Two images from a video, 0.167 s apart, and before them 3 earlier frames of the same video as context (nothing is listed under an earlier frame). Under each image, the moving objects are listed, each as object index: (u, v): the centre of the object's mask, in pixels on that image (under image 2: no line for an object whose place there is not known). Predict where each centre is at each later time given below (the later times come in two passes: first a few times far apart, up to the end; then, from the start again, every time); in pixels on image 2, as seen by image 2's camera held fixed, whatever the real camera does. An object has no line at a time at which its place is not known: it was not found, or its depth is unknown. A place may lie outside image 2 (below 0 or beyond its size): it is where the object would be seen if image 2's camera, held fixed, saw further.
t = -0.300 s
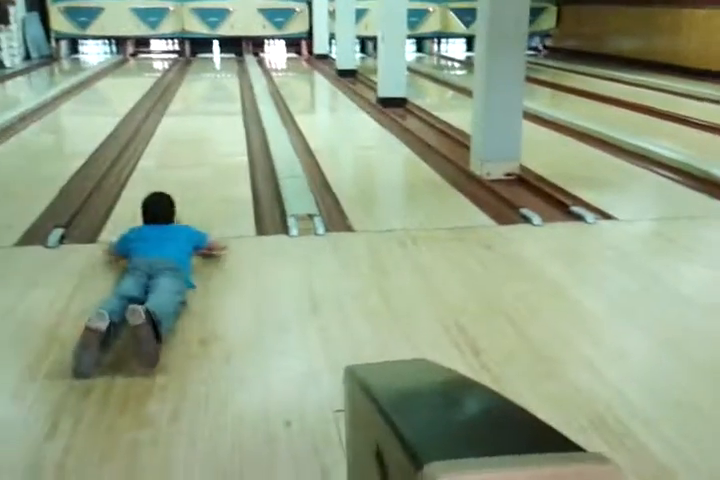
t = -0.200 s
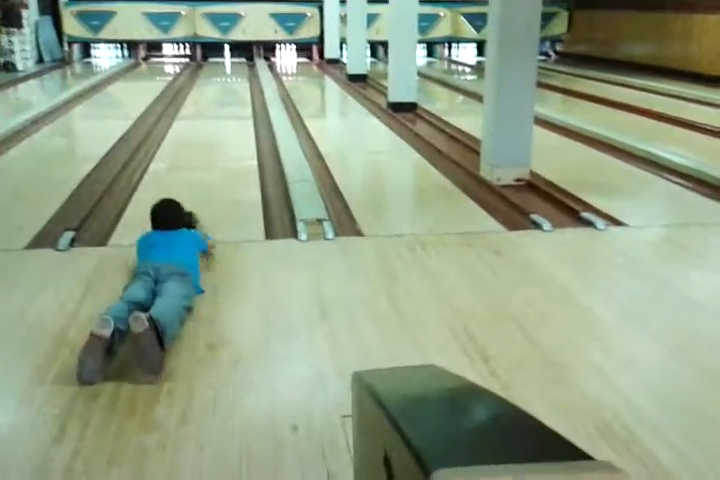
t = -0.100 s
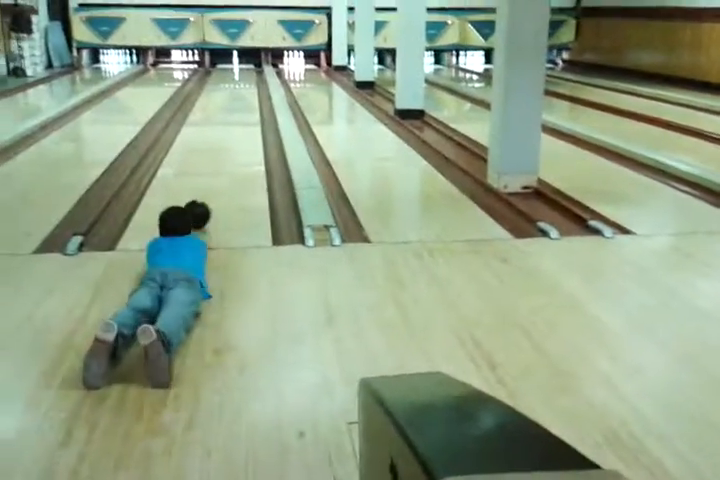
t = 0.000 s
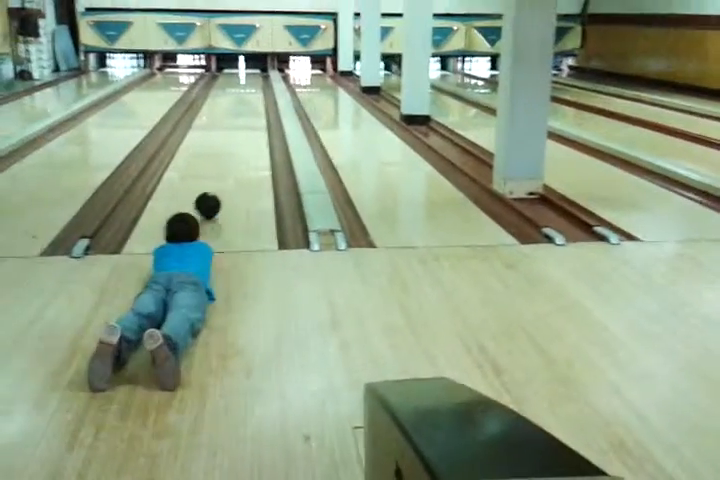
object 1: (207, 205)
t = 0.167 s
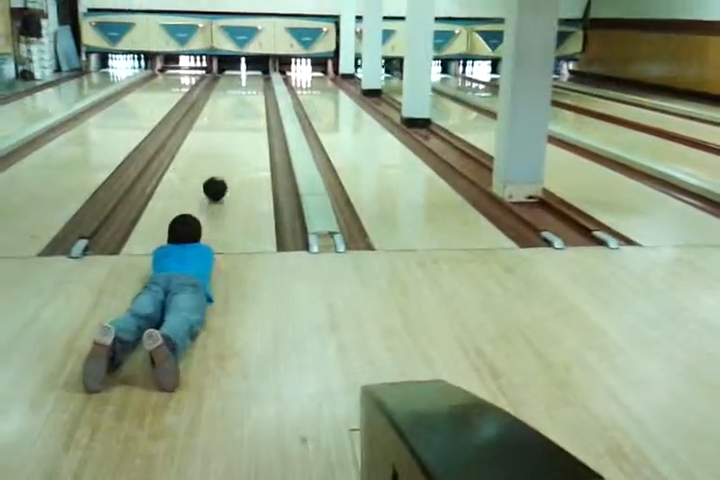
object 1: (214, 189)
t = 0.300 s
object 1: (220, 177)
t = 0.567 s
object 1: (229, 157)
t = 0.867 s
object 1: (237, 142)
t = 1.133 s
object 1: (243, 130)
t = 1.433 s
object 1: (248, 120)
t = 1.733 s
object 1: (253, 112)
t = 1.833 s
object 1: (254, 109)
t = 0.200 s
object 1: (216, 186)
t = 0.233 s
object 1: (217, 182)
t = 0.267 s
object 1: (219, 179)
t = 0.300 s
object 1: (220, 177)
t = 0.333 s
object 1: (221, 174)
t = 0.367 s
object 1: (223, 171)
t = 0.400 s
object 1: (224, 169)
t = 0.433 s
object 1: (225, 166)
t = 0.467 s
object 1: (226, 164)
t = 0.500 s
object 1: (227, 162)
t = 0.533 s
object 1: (228, 159)
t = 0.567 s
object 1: (229, 157)
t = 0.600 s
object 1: (230, 155)
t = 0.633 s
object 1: (231, 153)
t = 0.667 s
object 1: (232, 152)
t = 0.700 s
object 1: (233, 150)
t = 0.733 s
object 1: (233, 148)
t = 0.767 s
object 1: (234, 146)
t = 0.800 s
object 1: (236, 145)
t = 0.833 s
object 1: (236, 143)
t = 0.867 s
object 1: (237, 142)
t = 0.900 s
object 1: (238, 140)
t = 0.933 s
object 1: (239, 139)
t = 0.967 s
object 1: (239, 137)
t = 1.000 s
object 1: (240, 135)
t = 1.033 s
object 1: (241, 134)
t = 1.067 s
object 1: (242, 133)
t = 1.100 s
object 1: (242, 132)
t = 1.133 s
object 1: (243, 130)
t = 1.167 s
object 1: (244, 129)
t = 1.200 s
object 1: (244, 128)
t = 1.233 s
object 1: (245, 127)
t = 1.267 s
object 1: (246, 125)
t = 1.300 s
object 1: (246, 124)
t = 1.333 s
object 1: (247, 123)
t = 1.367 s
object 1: (247, 122)
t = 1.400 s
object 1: (248, 121)
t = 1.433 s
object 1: (248, 120)
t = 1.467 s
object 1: (249, 119)
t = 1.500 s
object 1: (249, 118)
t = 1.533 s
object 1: (250, 117)
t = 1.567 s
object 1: (250, 116)
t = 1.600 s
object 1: (251, 115)
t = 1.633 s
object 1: (251, 114)
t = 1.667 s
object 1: (252, 113)
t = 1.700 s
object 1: (252, 113)
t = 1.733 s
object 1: (253, 112)
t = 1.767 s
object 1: (253, 111)
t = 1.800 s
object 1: (253, 110)
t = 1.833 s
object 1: (254, 109)
